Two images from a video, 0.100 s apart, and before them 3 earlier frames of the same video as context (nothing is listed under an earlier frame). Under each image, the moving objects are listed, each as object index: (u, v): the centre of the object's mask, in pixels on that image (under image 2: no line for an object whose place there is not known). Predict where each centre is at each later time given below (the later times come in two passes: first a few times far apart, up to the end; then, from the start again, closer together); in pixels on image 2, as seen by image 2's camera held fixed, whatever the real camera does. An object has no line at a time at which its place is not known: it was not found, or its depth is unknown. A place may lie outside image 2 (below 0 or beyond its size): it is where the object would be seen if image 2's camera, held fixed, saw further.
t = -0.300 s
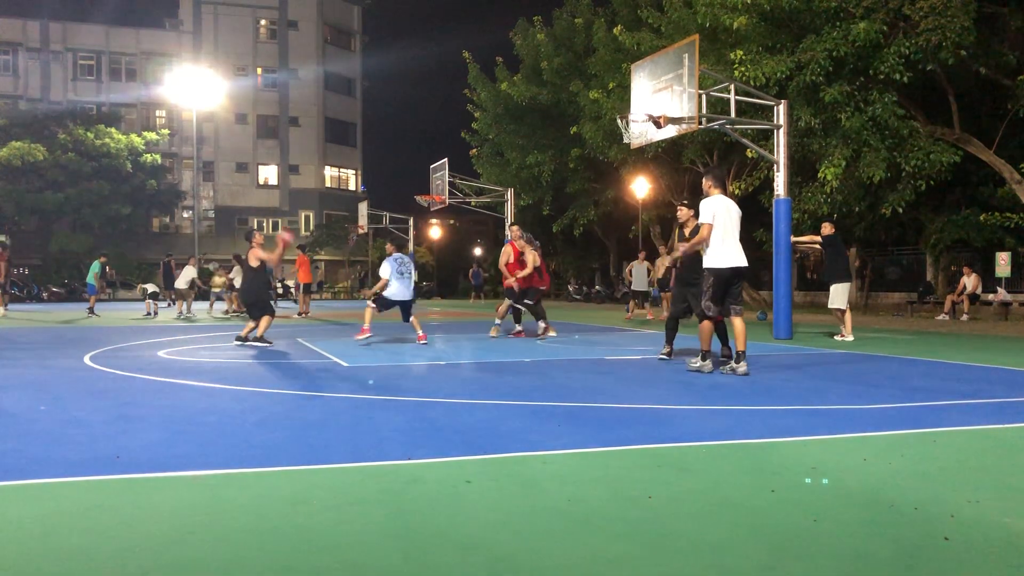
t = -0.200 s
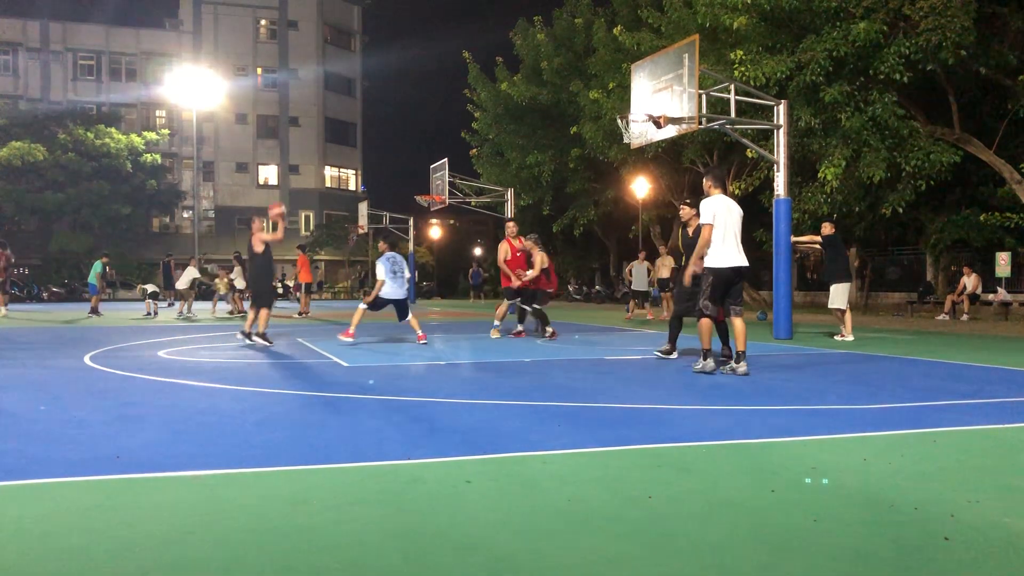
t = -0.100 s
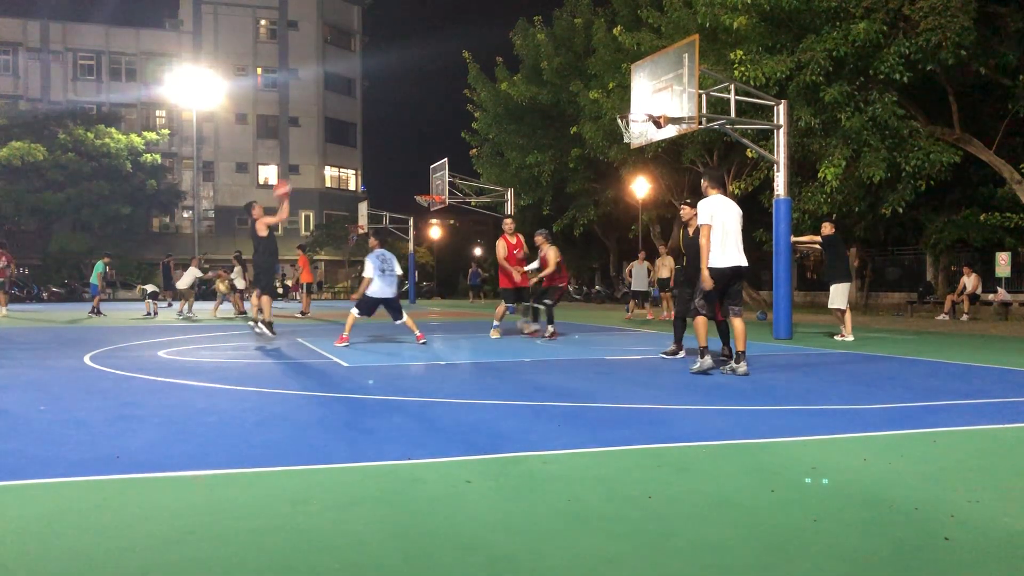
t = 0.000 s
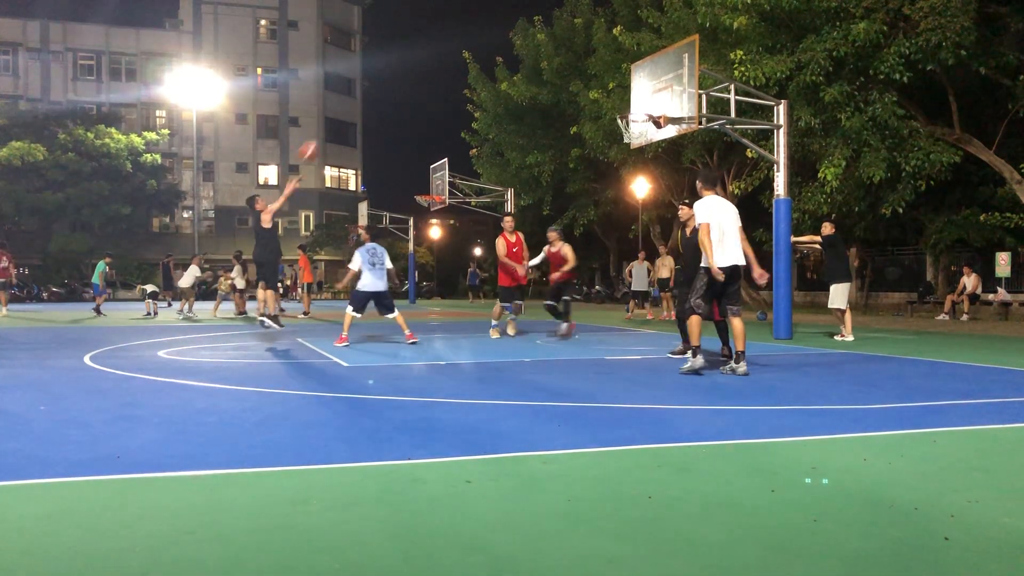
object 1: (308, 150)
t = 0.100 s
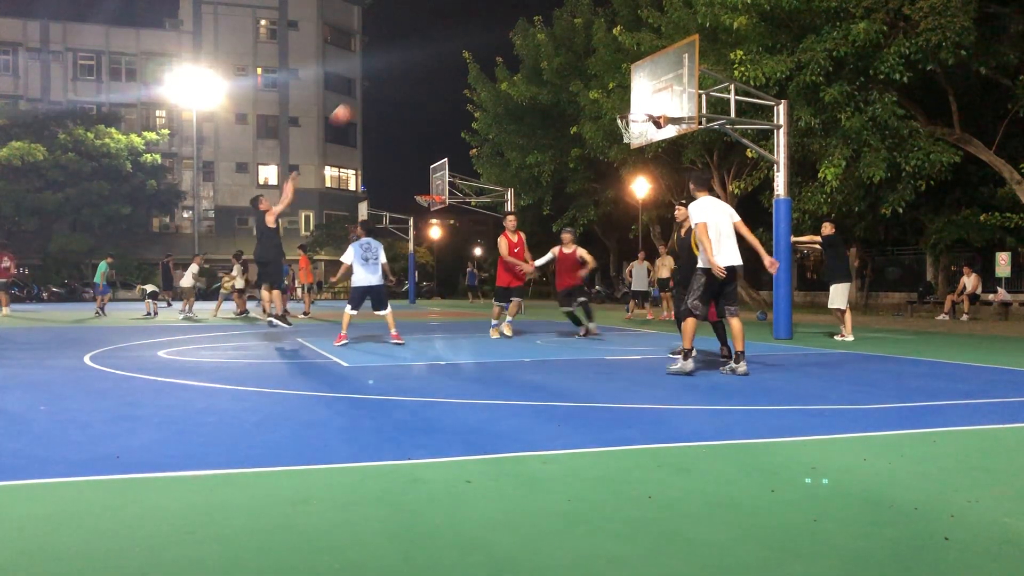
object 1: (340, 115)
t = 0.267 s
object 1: (397, 70)
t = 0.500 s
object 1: (473, 42)
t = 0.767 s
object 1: (558, 58)
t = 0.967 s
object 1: (620, 103)
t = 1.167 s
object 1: (653, 137)
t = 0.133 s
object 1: (353, 103)
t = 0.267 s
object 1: (397, 70)
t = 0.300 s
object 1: (408, 64)
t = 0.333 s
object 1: (419, 58)
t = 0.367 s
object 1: (430, 54)
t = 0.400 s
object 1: (441, 49)
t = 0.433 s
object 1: (451, 46)
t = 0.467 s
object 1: (462, 43)
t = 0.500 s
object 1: (473, 42)
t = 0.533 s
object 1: (484, 41)
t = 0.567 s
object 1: (495, 42)
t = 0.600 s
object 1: (504, 42)
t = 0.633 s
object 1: (516, 44)
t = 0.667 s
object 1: (526, 46)
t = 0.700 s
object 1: (537, 50)
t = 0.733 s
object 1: (547, 53)
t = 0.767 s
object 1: (558, 58)
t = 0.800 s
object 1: (569, 64)
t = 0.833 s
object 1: (579, 70)
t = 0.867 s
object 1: (590, 77)
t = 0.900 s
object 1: (600, 85)
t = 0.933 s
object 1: (611, 93)
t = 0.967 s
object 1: (620, 103)
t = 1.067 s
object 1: (648, 132)
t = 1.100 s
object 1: (651, 134)
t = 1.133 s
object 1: (651, 135)
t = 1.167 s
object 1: (653, 137)
